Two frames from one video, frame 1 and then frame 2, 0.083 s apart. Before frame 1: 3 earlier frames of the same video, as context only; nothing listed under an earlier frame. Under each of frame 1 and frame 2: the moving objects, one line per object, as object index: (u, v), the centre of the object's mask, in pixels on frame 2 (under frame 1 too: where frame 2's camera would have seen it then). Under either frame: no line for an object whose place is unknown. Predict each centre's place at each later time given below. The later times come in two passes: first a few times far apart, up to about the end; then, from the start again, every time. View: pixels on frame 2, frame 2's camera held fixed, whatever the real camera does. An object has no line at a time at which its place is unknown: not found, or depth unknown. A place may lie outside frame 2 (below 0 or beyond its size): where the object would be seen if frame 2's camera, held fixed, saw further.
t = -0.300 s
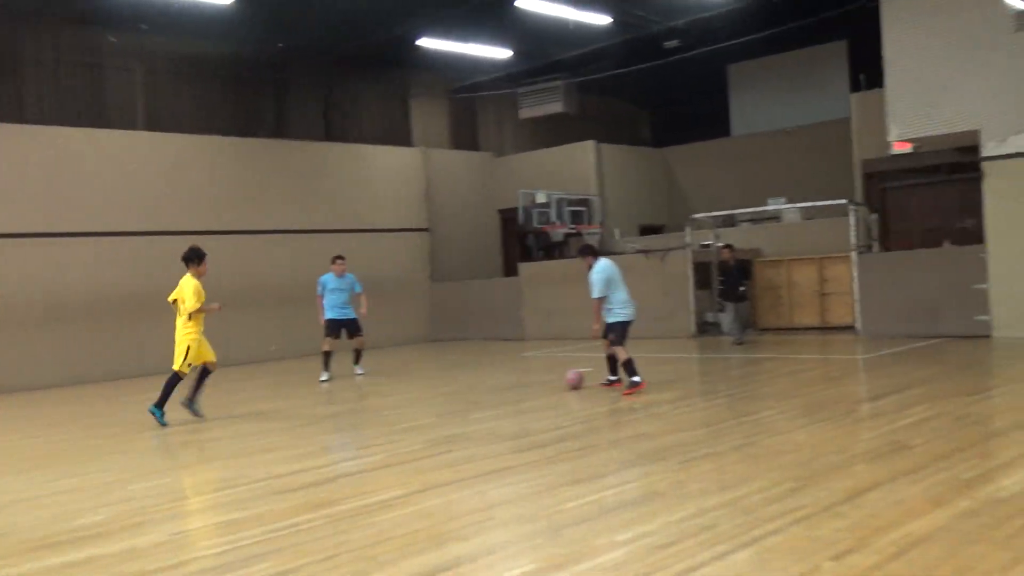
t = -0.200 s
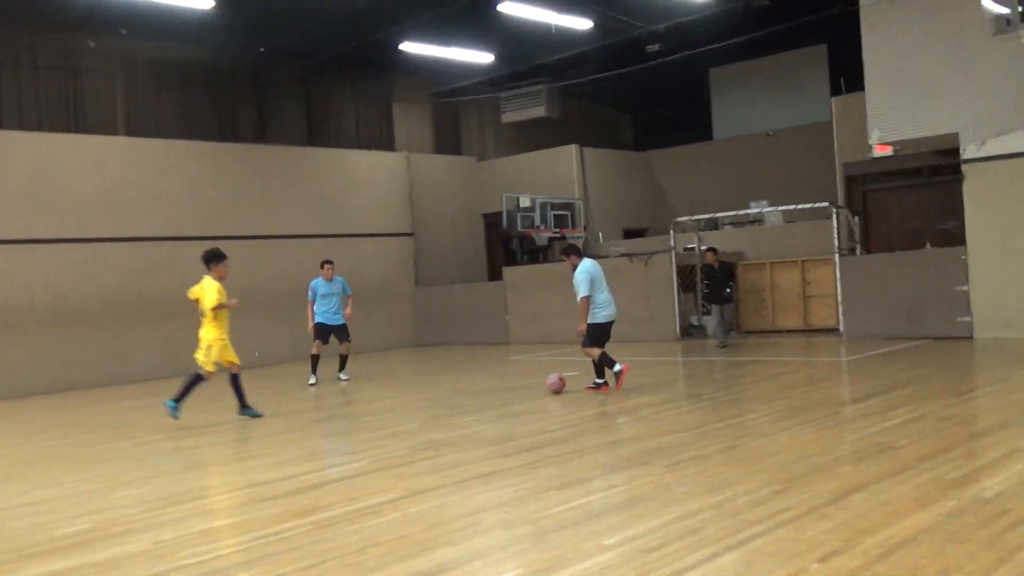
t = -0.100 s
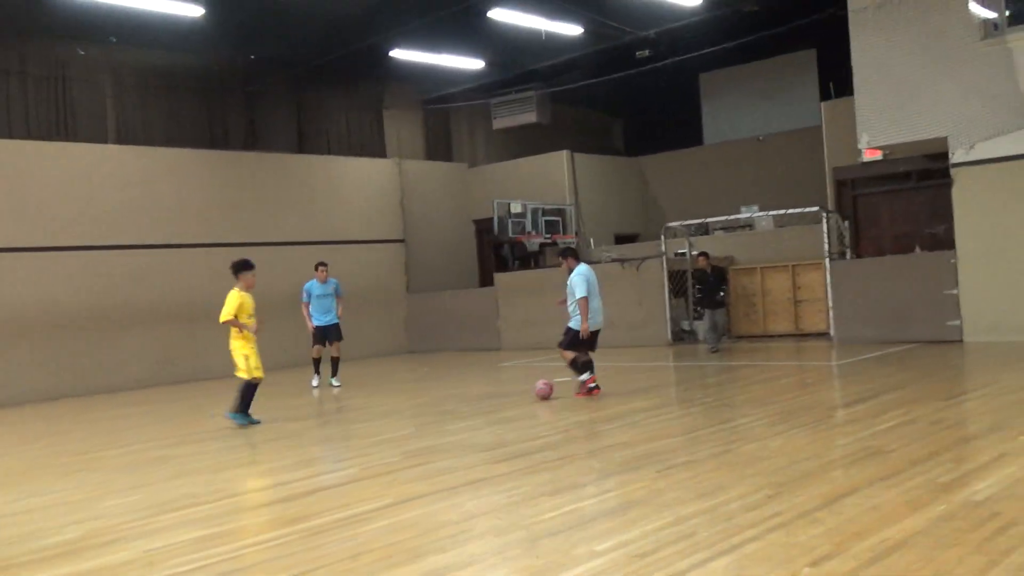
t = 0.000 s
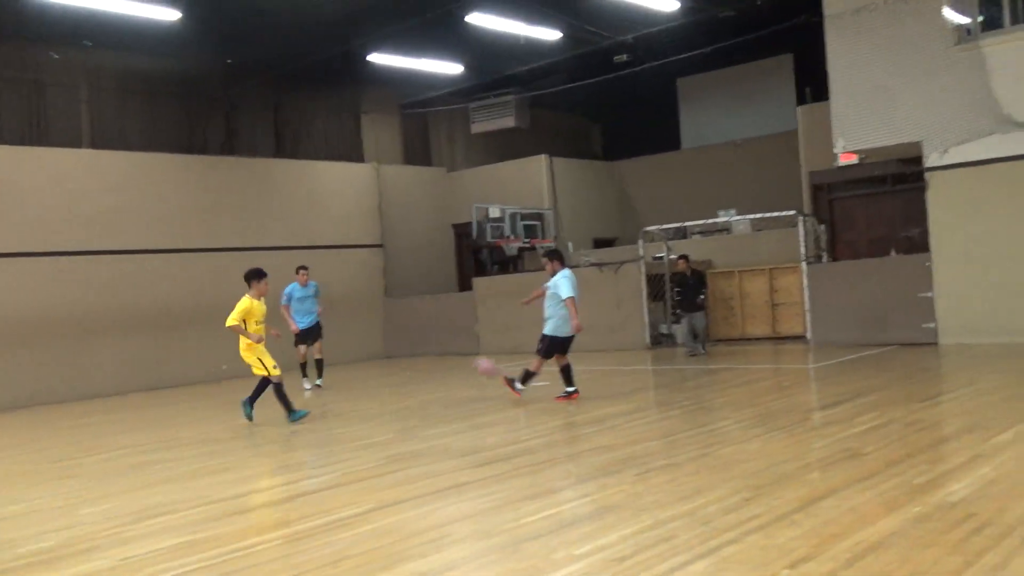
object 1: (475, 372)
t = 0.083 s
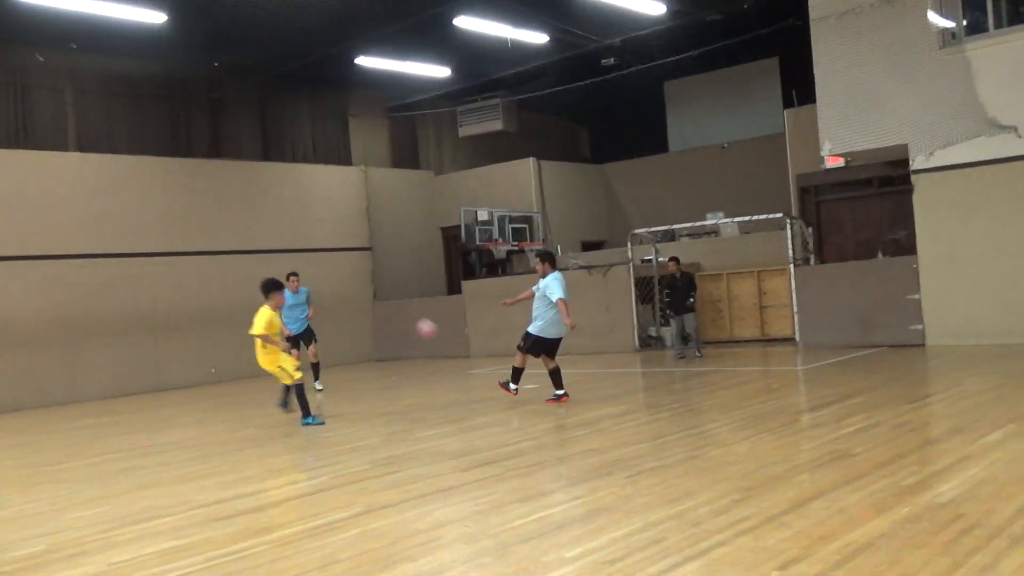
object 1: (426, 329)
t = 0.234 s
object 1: (349, 275)
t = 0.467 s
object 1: (243, 235)
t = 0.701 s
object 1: (150, 242)
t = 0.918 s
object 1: (81, 284)
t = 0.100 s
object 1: (417, 322)
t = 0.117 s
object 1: (408, 315)
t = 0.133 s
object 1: (399, 308)
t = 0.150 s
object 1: (391, 302)
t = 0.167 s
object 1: (383, 296)
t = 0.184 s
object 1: (375, 289)
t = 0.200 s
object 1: (367, 284)
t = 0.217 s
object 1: (356, 278)
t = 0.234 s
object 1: (349, 275)
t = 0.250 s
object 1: (340, 269)
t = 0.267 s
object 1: (331, 265)
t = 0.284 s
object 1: (323, 261)
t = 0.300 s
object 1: (316, 259)
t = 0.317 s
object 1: (308, 254)
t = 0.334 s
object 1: (302, 251)
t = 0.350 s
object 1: (293, 248)
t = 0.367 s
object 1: (285, 245)
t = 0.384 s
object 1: (278, 244)
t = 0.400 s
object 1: (270, 242)
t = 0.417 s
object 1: (264, 240)
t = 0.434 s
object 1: (256, 238)
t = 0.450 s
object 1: (249, 236)
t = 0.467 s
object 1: (243, 235)
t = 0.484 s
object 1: (236, 234)
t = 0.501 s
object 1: (228, 233)
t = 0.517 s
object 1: (221, 233)
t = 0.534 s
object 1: (214, 232)
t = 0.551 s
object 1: (207, 233)
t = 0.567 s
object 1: (201, 233)
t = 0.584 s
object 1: (194, 233)
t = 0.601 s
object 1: (188, 233)
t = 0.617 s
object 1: (182, 234)
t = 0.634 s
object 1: (175, 235)
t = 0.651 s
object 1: (169, 236)
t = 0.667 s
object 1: (161, 238)
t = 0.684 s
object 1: (156, 240)
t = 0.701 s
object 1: (150, 242)
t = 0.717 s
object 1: (145, 244)
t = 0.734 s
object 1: (139, 247)
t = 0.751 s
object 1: (132, 249)
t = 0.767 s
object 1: (127, 252)
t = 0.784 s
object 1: (121, 255)
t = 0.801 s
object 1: (116, 257)
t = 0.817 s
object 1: (111, 260)
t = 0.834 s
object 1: (105, 264)
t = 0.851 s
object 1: (100, 267)
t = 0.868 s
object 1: (95, 271)
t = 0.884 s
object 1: (90, 275)
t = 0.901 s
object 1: (85, 279)
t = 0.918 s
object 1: (81, 284)
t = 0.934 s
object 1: (75, 288)
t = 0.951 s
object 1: (70, 294)
